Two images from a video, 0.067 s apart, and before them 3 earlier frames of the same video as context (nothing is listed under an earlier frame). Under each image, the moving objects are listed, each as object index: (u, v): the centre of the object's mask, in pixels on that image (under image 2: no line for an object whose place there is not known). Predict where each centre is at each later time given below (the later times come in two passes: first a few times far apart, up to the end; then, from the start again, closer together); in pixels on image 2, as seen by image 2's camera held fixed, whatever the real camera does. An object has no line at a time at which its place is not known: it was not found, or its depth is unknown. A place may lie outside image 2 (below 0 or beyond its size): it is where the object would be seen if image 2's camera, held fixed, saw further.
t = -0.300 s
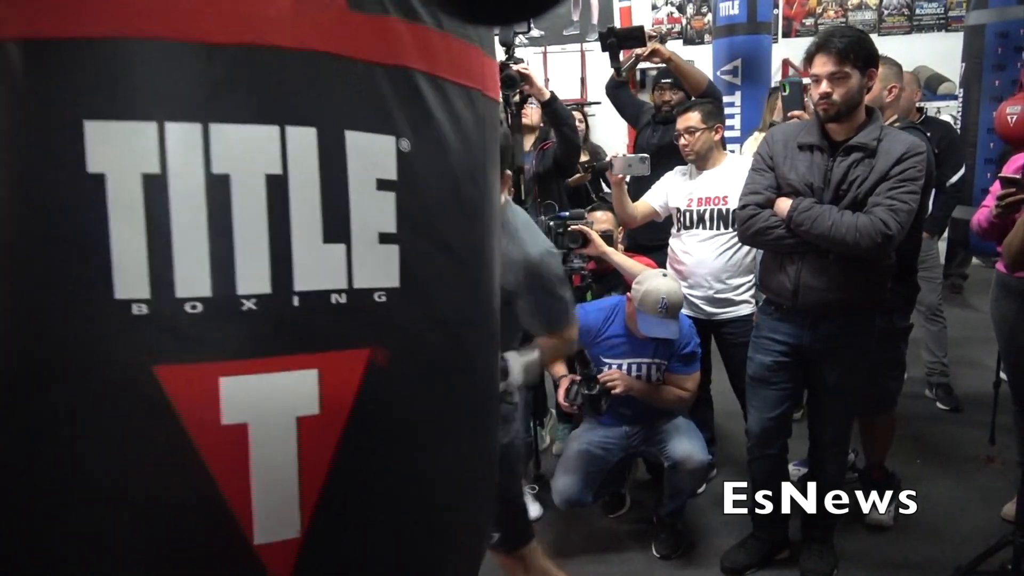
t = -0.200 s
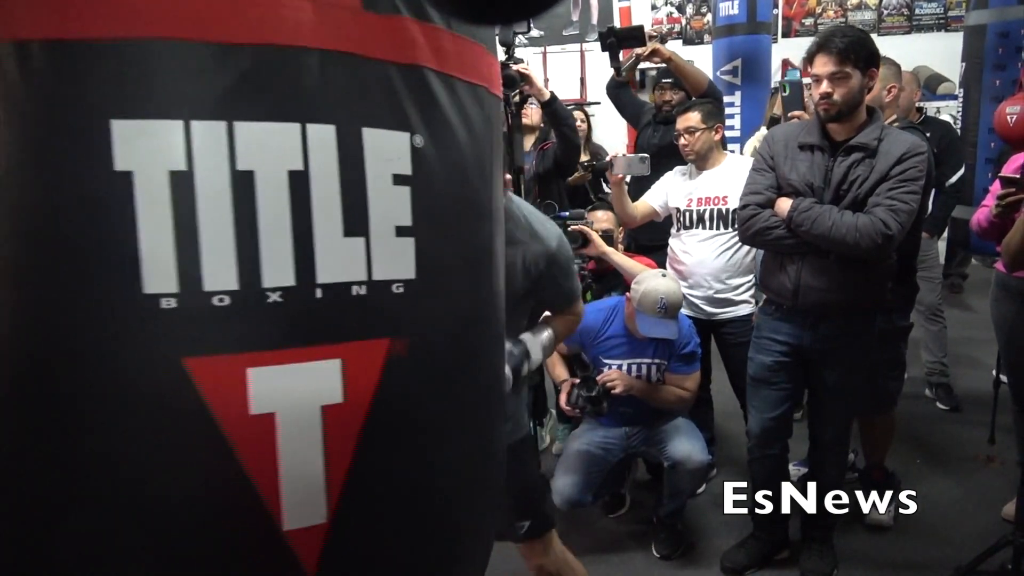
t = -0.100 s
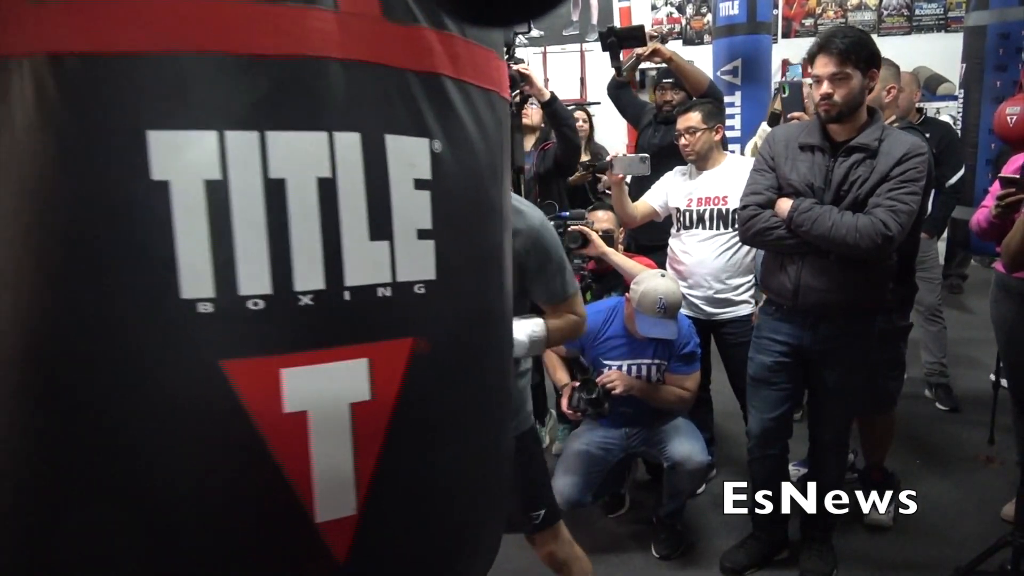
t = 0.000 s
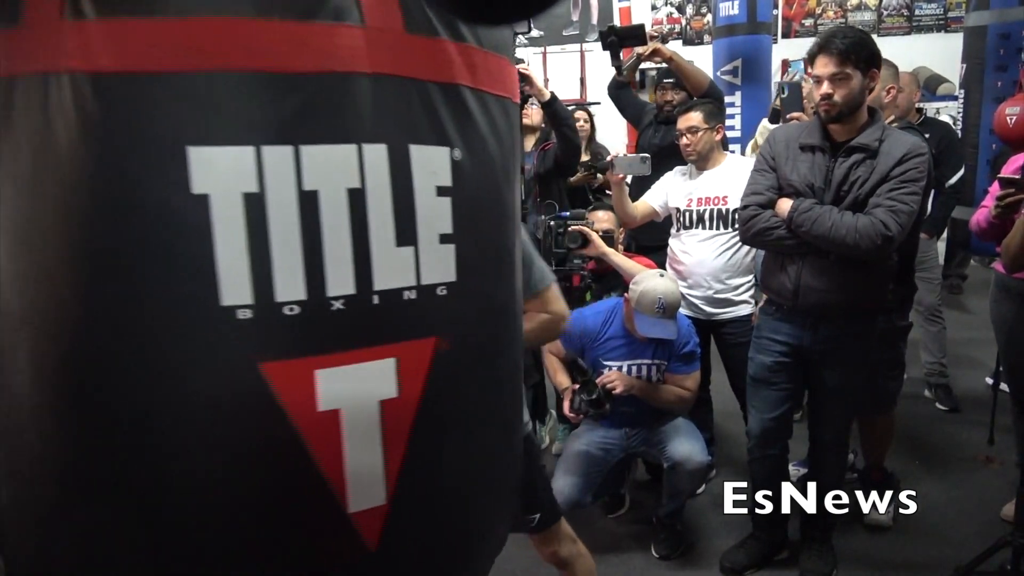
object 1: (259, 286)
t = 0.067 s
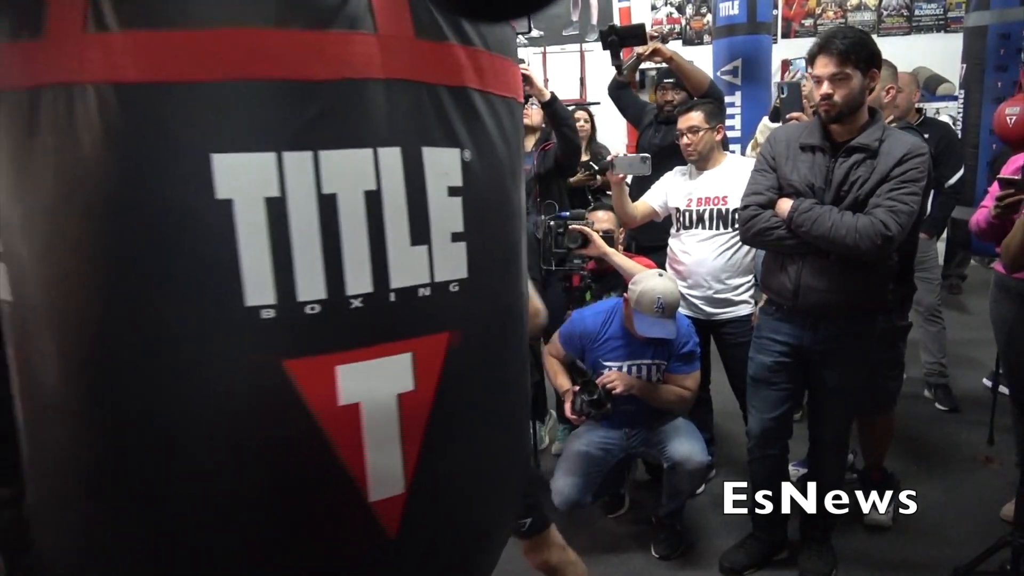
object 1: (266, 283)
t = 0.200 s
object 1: (285, 276)
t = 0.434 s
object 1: (307, 274)
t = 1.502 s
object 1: (287, 298)
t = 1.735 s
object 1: (265, 294)
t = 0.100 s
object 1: (270, 281)
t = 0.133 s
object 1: (274, 279)
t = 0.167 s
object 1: (279, 278)
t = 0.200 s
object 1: (285, 276)
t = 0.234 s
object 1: (291, 275)
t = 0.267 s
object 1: (297, 274)
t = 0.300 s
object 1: (302, 273)
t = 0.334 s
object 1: (306, 273)
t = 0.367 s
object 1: (307, 273)
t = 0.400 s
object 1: (307, 274)
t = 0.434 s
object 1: (307, 274)
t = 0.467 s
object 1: (306, 274)
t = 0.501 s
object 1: (305, 275)
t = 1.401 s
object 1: (288, 297)
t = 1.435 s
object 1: (288, 297)
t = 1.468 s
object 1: (288, 298)
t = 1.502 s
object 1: (287, 298)
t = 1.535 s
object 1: (287, 298)
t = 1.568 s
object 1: (281, 298)
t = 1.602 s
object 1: (278, 297)
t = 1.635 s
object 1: (274, 296)
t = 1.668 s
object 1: (271, 295)
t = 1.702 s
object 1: (269, 294)
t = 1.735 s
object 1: (265, 294)
